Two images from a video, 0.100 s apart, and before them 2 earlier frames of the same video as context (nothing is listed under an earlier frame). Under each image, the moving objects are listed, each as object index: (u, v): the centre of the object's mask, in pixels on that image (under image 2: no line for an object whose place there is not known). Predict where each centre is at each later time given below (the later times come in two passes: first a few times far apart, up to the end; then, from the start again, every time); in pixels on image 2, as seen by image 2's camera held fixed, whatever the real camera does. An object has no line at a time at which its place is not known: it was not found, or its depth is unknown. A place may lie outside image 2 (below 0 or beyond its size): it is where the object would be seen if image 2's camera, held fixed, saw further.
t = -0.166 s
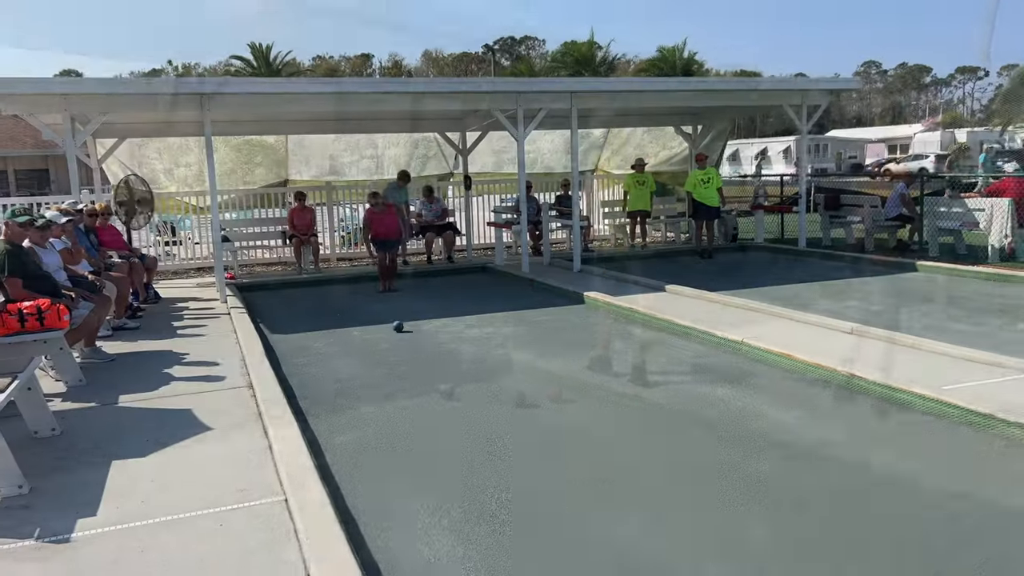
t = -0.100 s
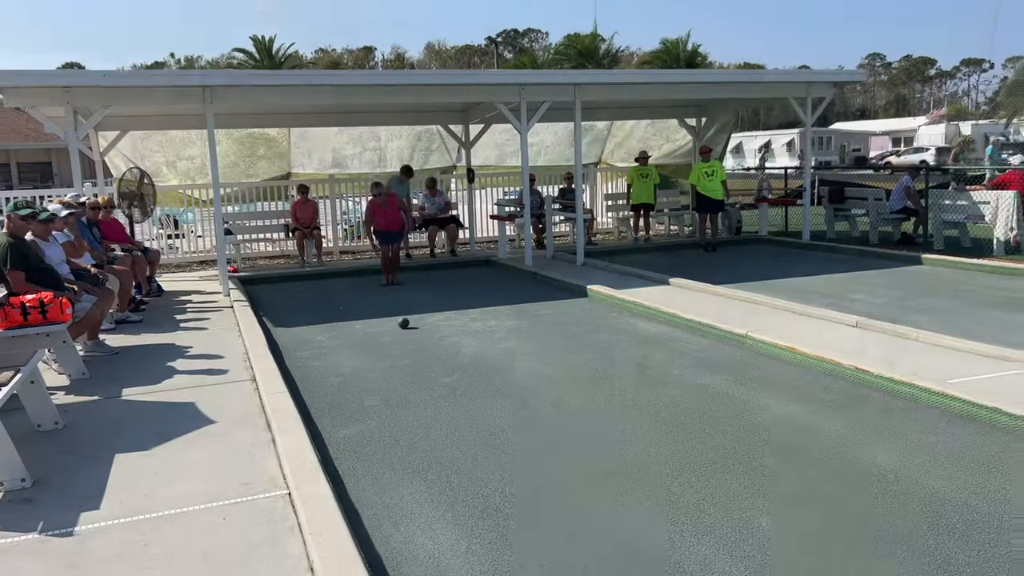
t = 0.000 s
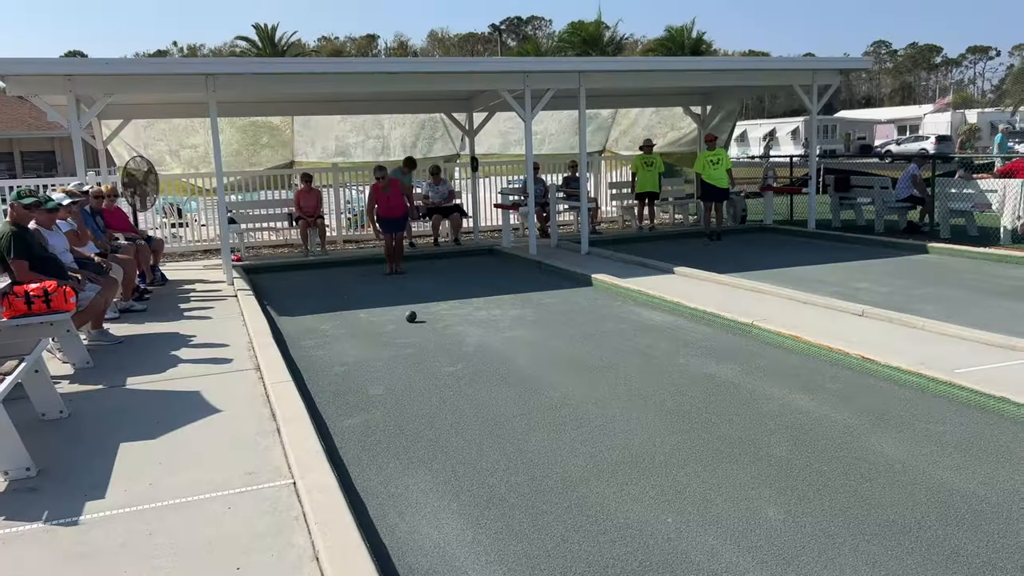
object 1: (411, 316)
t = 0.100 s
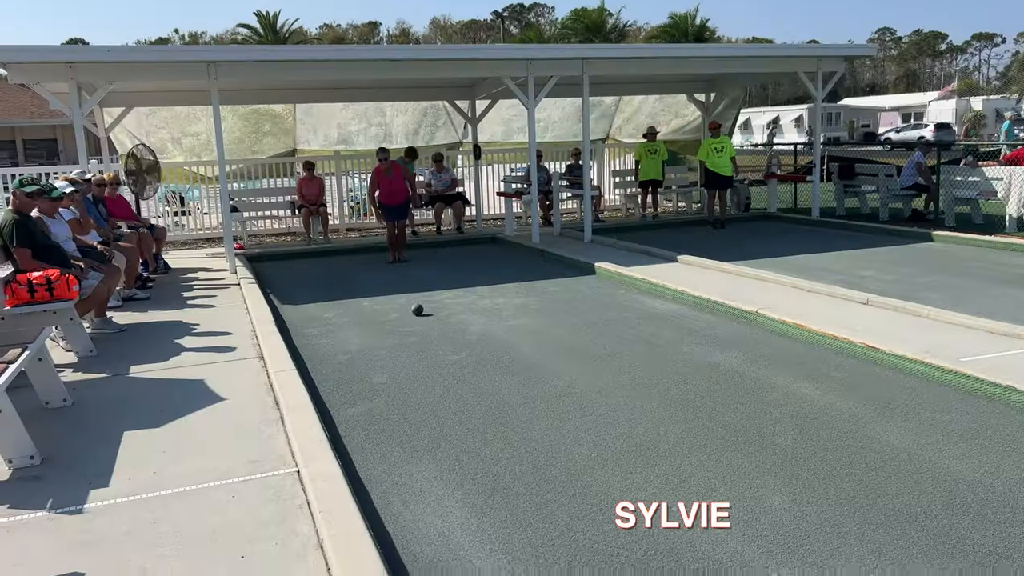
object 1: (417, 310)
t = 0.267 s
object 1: (423, 318)
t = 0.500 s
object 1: (433, 330)
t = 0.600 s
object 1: (437, 336)
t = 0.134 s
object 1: (419, 311)
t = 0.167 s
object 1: (420, 313)
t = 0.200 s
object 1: (421, 314)
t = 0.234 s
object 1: (422, 317)
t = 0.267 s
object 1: (423, 318)
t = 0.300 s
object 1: (425, 320)
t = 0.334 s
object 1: (426, 322)
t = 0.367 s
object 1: (427, 323)
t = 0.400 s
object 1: (429, 325)
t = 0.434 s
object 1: (430, 327)
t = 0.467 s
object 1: (432, 329)
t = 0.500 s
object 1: (433, 330)
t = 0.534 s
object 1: (434, 332)
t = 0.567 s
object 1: (436, 334)
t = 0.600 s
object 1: (437, 336)
